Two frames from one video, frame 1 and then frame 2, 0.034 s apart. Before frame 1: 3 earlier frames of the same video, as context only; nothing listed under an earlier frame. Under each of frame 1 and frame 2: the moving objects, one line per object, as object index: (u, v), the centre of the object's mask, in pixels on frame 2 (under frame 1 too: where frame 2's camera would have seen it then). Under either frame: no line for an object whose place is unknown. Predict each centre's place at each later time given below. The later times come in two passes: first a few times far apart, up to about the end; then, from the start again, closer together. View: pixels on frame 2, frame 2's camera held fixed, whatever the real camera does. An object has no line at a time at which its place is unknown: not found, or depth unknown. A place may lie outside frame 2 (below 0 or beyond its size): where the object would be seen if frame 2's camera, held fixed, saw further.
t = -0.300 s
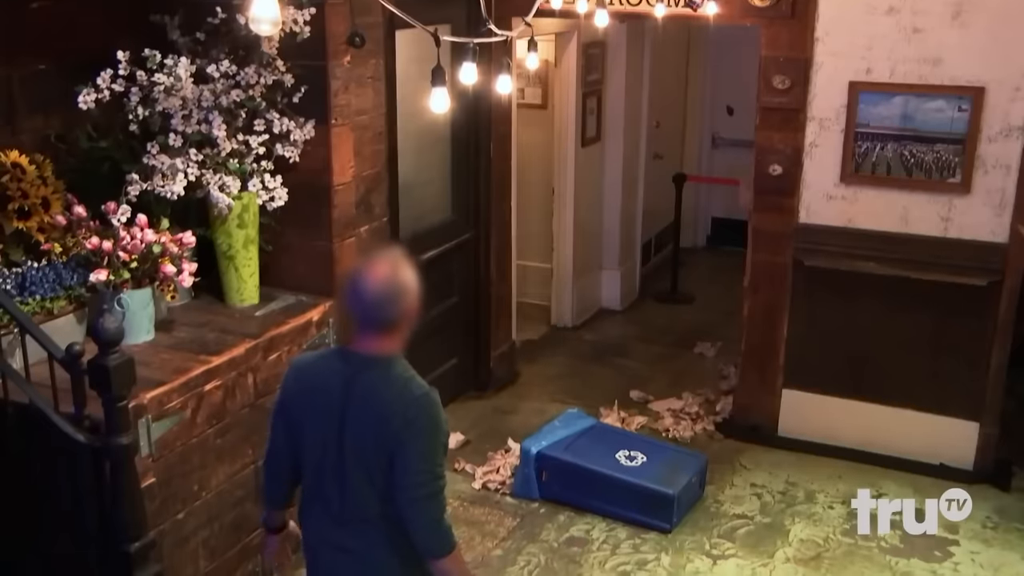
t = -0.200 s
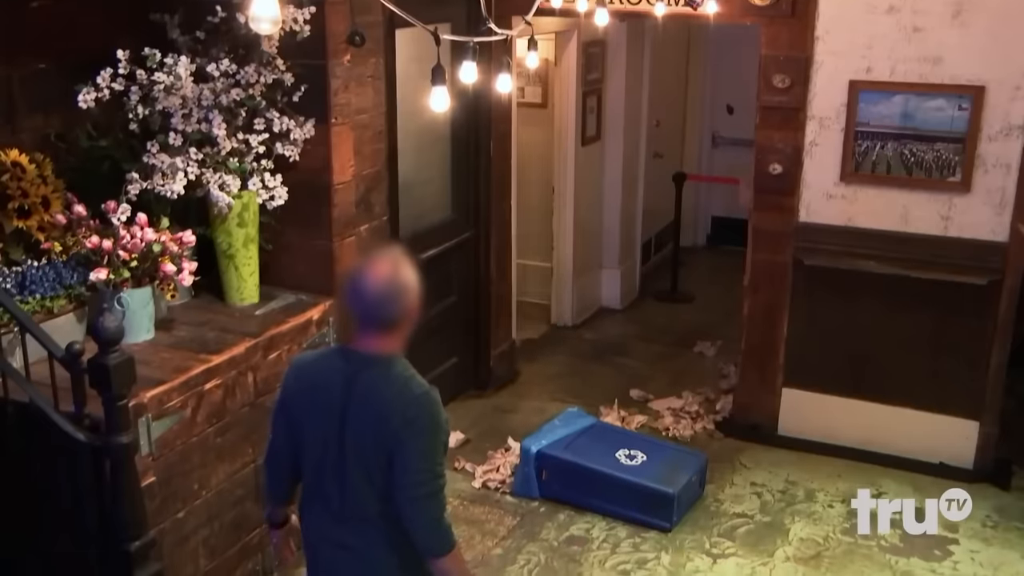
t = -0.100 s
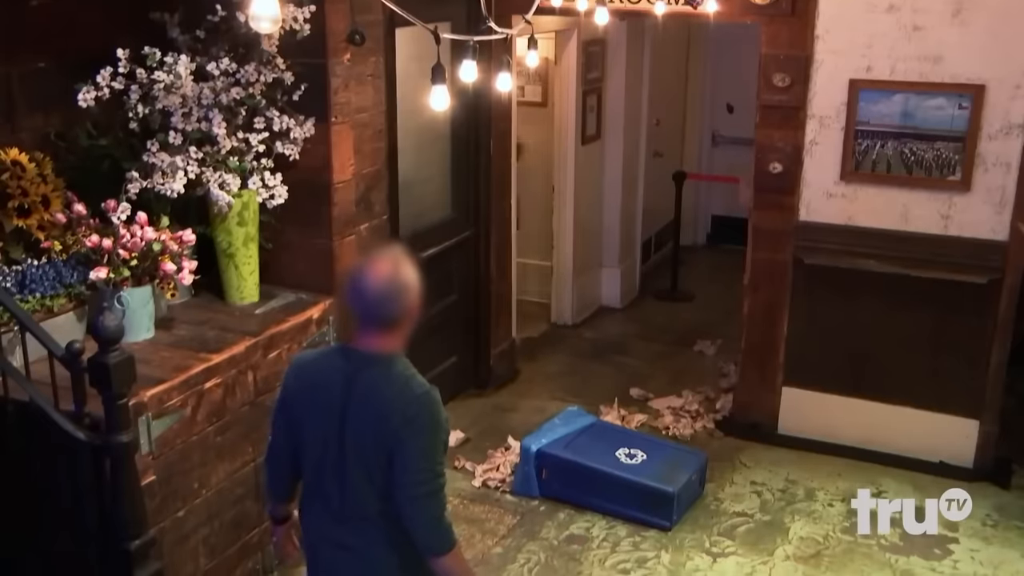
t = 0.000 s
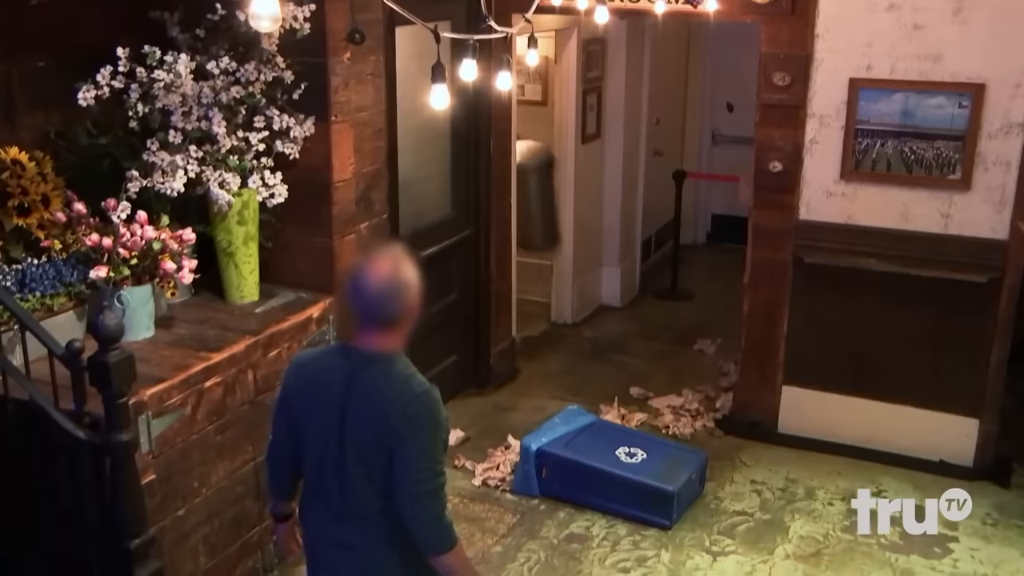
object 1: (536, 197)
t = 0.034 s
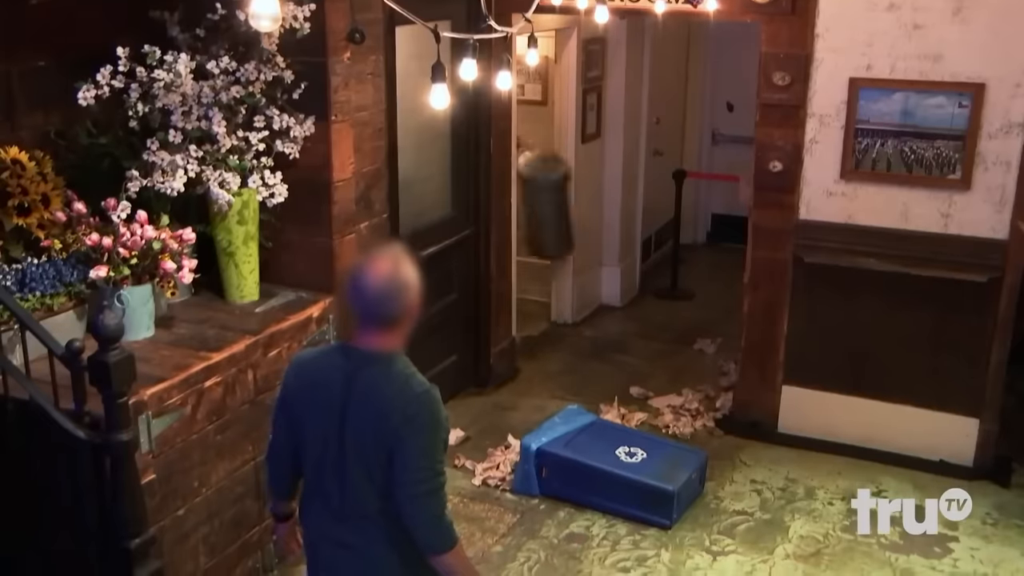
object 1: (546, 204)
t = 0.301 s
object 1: (668, 357)
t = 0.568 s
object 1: (683, 375)
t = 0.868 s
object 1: (663, 373)
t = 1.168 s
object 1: (659, 373)
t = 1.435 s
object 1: (670, 374)
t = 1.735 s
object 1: (676, 375)
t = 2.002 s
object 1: (676, 375)
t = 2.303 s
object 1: (672, 375)
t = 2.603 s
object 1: (667, 374)
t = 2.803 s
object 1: (665, 374)
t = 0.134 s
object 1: (590, 245)
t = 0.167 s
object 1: (607, 263)
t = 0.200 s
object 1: (623, 268)
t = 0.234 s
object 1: (636, 297)
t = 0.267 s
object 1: (653, 327)
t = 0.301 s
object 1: (668, 357)
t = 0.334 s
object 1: (685, 361)
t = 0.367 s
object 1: (695, 363)
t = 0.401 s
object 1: (697, 367)
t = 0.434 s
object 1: (702, 369)
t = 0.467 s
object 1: (698, 371)
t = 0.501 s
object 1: (688, 373)
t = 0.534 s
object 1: (693, 374)
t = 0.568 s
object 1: (683, 375)
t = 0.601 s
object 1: (681, 375)
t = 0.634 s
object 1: (676, 375)
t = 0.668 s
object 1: (674, 375)
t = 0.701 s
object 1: (673, 375)
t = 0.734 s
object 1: (672, 375)
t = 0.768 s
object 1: (669, 376)
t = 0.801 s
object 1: (667, 375)
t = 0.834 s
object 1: (664, 374)
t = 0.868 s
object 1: (663, 373)
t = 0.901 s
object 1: (661, 372)
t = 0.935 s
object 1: (659, 372)
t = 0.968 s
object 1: (659, 372)
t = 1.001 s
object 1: (659, 372)
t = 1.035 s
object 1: (659, 372)
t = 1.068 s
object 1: (658, 372)
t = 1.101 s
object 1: (658, 372)
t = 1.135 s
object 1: (659, 372)
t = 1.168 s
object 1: (659, 373)
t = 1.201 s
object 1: (661, 373)
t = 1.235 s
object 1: (662, 373)
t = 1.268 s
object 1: (664, 373)
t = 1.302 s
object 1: (665, 373)
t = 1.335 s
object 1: (667, 373)
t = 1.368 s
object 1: (668, 374)
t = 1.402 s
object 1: (669, 374)
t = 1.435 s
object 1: (670, 374)
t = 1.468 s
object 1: (671, 374)
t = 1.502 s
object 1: (671, 374)
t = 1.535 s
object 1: (672, 375)
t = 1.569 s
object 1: (673, 375)
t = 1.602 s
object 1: (674, 375)
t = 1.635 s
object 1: (675, 375)
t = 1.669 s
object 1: (676, 375)
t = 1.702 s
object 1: (676, 375)
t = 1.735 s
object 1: (676, 375)
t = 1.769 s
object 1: (676, 375)
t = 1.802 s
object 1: (677, 375)
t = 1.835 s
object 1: (677, 375)
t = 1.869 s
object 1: (676, 375)
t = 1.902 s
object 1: (677, 375)
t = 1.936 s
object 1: (677, 375)
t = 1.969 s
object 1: (677, 375)
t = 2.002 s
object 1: (676, 375)
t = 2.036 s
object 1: (676, 375)
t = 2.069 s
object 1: (677, 376)
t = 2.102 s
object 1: (676, 376)
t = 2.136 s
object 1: (676, 375)
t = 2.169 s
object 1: (675, 375)
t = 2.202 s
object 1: (675, 375)
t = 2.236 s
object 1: (674, 376)
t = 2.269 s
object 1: (673, 375)
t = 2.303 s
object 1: (672, 375)
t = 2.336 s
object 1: (672, 375)
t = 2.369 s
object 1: (671, 375)
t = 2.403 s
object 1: (671, 375)
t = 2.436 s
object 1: (669, 375)
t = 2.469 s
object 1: (668, 374)
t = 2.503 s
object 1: (668, 374)
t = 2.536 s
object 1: (668, 374)
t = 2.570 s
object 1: (667, 374)
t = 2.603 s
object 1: (667, 374)
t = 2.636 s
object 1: (666, 374)
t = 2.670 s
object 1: (666, 375)
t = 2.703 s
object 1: (665, 374)
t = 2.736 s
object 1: (665, 374)
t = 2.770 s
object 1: (665, 374)
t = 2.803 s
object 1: (665, 374)
